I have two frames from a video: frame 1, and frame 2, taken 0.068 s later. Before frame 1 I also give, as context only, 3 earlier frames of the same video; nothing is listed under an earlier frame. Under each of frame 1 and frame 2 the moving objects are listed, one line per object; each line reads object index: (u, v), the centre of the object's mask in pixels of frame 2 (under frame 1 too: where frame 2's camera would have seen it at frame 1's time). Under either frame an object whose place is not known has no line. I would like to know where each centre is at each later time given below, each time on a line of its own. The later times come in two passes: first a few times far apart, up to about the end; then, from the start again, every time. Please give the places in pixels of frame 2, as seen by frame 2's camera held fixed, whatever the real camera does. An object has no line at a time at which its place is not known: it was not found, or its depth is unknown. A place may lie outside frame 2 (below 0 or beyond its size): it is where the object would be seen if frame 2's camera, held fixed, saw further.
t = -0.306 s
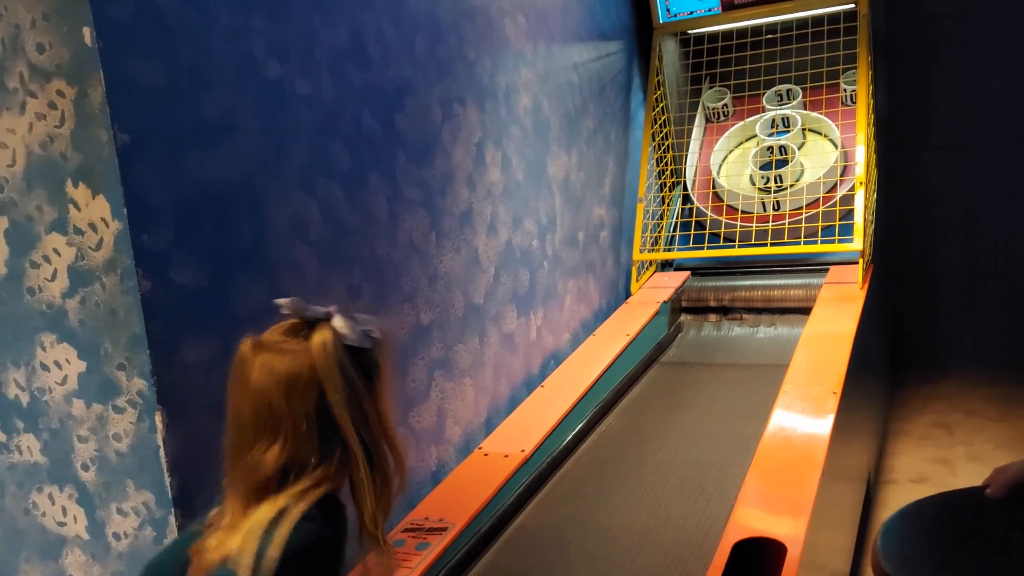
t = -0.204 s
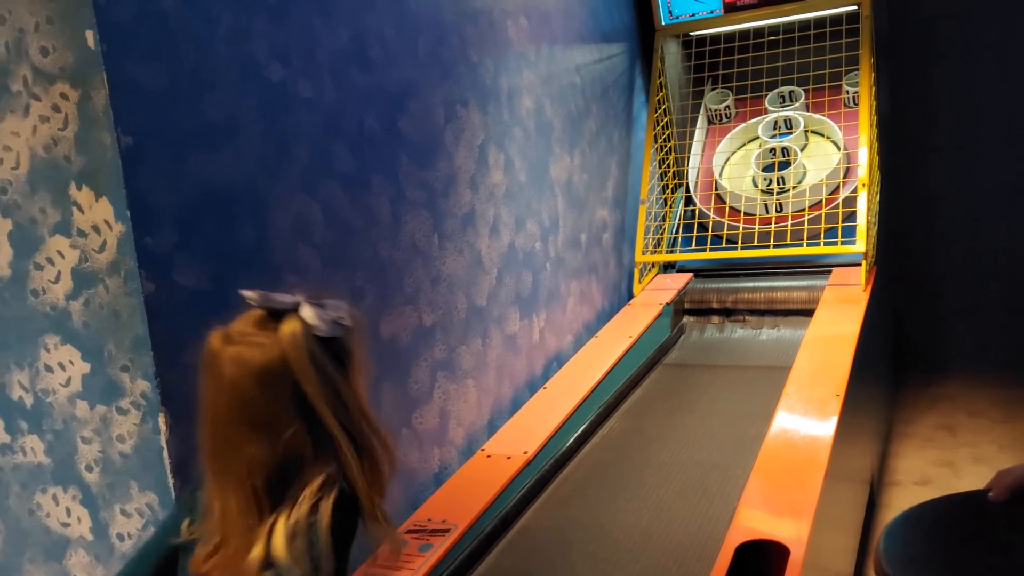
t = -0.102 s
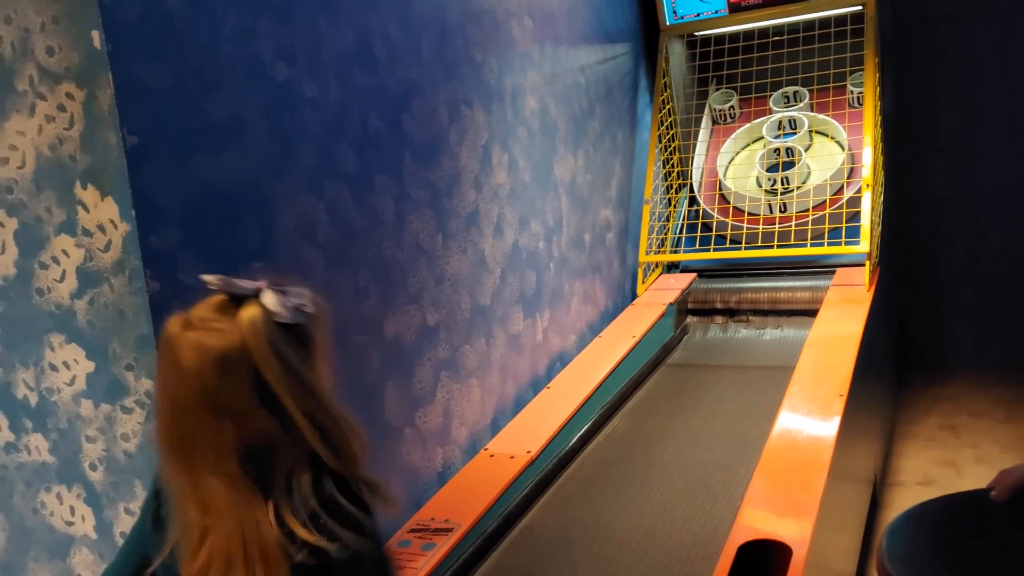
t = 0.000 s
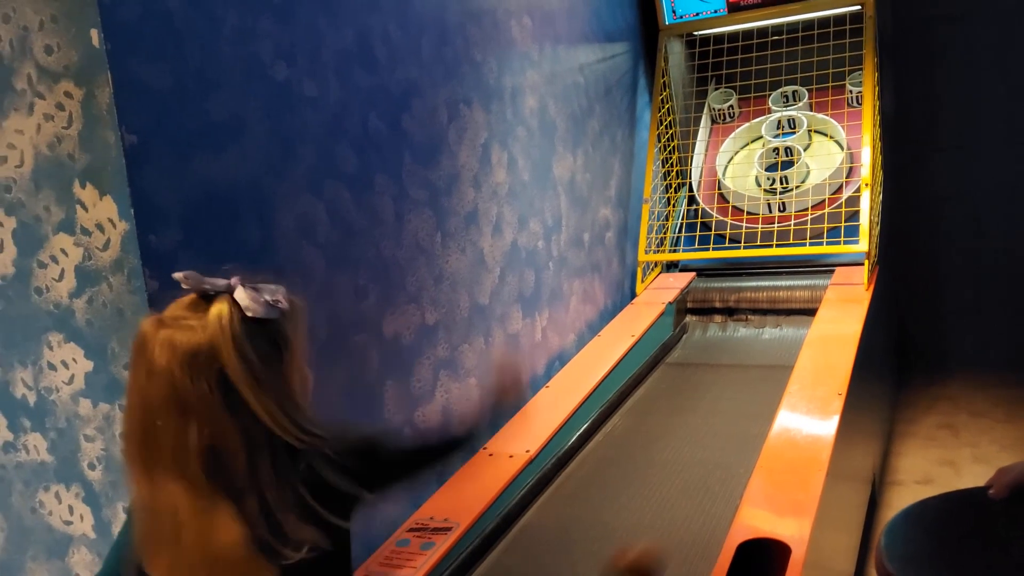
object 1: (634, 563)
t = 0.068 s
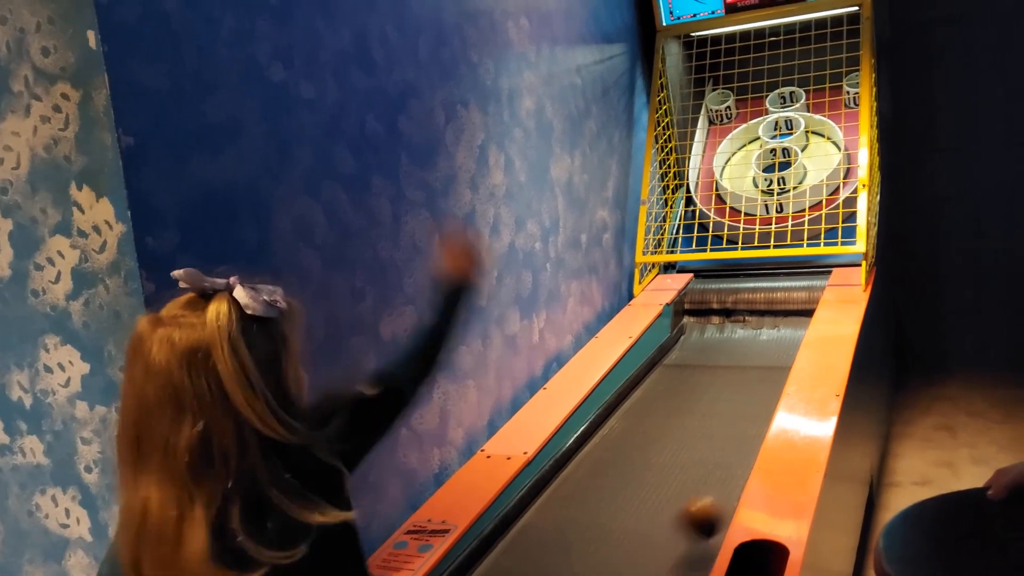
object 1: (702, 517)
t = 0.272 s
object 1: (733, 397)
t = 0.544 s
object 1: (721, 306)
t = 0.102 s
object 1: (720, 501)
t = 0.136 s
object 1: (725, 466)
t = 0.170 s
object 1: (728, 443)
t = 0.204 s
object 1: (730, 430)
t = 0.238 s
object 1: (732, 411)
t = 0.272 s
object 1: (733, 397)
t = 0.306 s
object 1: (734, 383)
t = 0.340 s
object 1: (734, 371)
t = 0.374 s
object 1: (733, 360)
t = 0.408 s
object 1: (732, 351)
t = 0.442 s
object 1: (731, 342)
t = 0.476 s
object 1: (728, 331)
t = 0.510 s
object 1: (725, 319)
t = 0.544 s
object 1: (721, 306)
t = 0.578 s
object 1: (715, 277)
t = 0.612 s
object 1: (712, 268)
